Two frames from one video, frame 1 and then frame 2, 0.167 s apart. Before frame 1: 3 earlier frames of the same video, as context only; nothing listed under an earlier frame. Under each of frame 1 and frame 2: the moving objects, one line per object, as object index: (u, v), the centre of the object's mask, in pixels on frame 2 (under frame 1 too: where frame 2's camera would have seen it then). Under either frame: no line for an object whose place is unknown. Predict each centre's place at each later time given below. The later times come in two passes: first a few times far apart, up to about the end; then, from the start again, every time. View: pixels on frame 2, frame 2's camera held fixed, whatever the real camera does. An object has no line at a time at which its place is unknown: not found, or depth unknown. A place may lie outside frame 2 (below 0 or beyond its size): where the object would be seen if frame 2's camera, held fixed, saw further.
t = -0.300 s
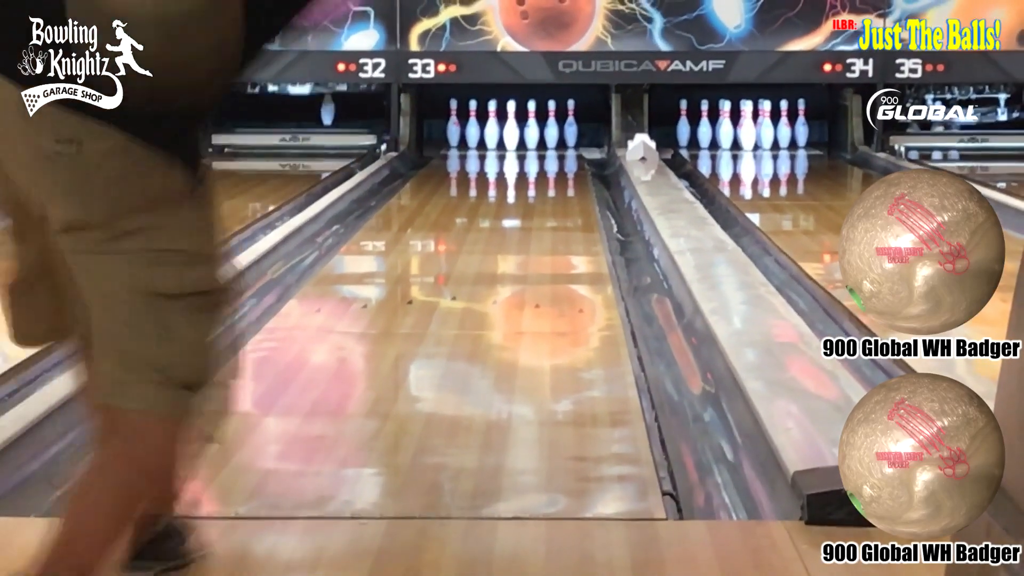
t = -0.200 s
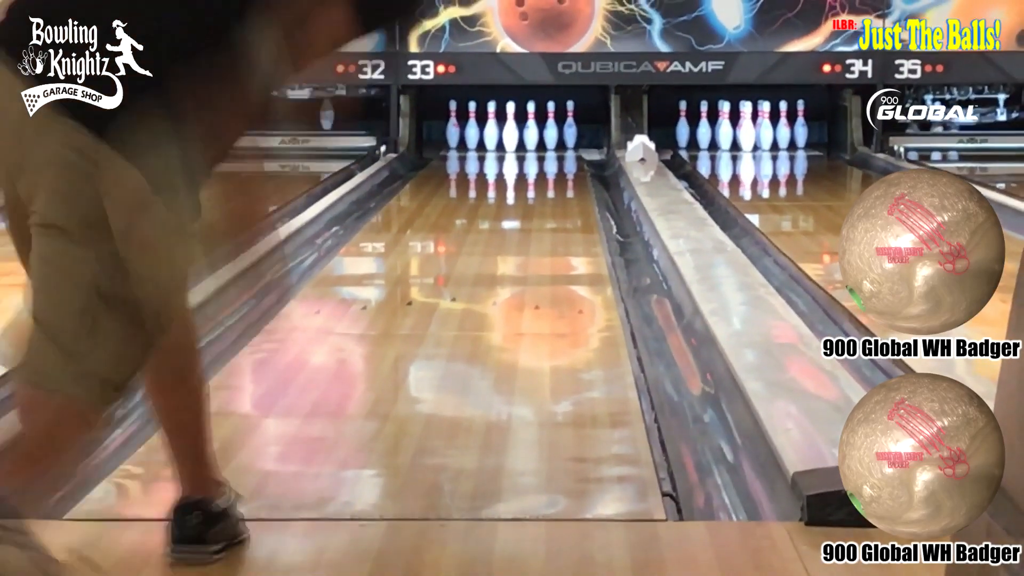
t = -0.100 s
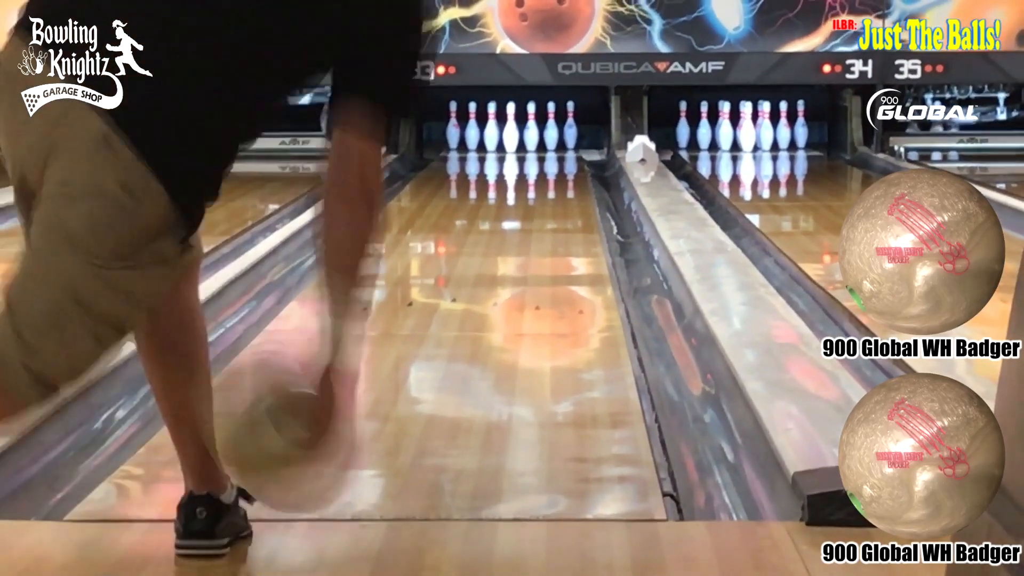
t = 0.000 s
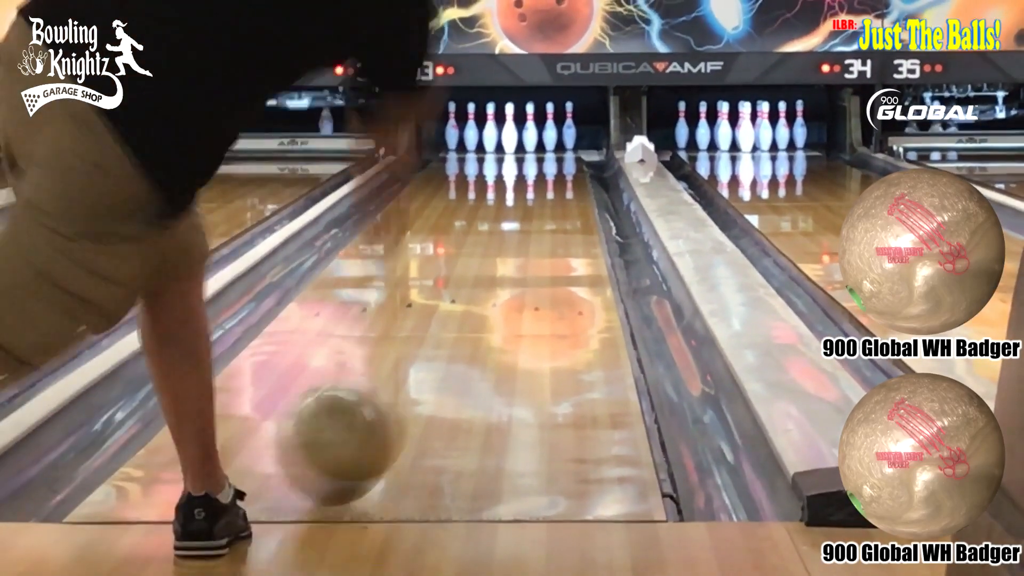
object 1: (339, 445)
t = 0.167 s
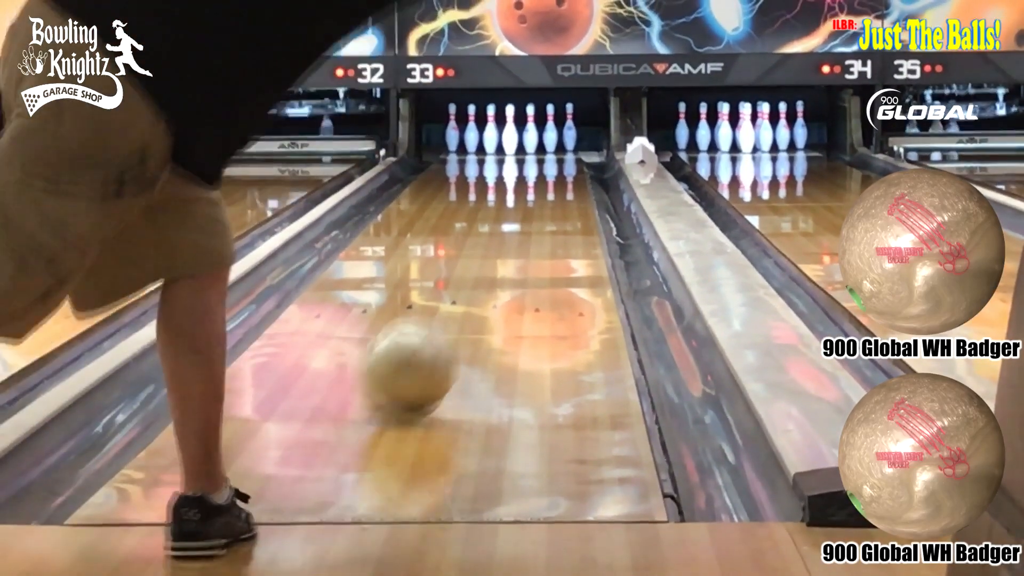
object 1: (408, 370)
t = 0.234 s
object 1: (427, 346)
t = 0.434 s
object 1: (470, 295)
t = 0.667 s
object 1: (505, 251)
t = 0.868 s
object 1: (525, 225)
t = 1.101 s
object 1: (542, 202)
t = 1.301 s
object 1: (553, 187)
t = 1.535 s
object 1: (559, 172)
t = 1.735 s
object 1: (559, 163)
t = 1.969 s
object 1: (552, 154)
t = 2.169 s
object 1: (539, 147)
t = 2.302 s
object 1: (527, 143)
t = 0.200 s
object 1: (416, 360)
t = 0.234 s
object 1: (427, 346)
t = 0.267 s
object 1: (437, 334)
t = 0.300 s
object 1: (444, 327)
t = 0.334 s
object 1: (451, 318)
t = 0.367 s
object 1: (459, 309)
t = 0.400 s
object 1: (466, 300)
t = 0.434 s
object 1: (470, 295)
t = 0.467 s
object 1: (477, 285)
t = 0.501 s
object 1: (482, 280)
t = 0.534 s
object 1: (487, 273)
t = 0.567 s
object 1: (491, 268)
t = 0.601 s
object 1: (495, 263)
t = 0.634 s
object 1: (500, 257)
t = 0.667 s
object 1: (505, 251)
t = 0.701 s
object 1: (510, 245)
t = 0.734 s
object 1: (513, 242)
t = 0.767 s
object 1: (516, 238)
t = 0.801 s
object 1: (519, 234)
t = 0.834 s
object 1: (522, 229)
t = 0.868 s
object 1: (525, 225)
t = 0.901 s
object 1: (528, 223)
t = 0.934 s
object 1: (531, 217)
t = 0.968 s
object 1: (534, 215)
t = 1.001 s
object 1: (536, 210)
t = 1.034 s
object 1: (538, 208)
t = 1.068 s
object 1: (541, 204)
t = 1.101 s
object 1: (542, 202)
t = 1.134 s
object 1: (544, 200)
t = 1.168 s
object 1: (546, 197)
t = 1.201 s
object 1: (548, 194)
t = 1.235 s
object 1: (550, 193)
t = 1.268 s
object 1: (552, 189)
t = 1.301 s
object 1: (553, 187)
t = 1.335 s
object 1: (554, 185)
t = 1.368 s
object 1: (555, 182)
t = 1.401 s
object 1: (556, 180)
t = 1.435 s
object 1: (557, 178)
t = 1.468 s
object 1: (557, 176)
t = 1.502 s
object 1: (558, 175)
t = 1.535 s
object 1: (559, 172)
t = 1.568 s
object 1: (559, 171)
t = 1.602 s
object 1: (560, 169)
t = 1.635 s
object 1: (560, 167)
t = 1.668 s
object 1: (560, 166)
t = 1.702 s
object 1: (560, 165)
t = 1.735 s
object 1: (559, 163)
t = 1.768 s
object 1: (559, 162)
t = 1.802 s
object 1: (558, 160)
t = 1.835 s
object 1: (557, 159)
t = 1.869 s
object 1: (557, 157)
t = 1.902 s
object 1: (555, 156)
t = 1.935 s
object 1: (554, 155)
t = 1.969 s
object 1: (552, 154)
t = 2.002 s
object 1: (551, 153)
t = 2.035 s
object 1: (549, 152)
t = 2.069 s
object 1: (546, 150)
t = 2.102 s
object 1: (544, 150)
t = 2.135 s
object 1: (542, 148)
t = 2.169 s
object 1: (539, 147)
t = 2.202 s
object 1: (536, 147)
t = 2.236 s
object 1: (533, 146)
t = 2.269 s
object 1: (530, 145)
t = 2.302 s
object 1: (527, 143)
